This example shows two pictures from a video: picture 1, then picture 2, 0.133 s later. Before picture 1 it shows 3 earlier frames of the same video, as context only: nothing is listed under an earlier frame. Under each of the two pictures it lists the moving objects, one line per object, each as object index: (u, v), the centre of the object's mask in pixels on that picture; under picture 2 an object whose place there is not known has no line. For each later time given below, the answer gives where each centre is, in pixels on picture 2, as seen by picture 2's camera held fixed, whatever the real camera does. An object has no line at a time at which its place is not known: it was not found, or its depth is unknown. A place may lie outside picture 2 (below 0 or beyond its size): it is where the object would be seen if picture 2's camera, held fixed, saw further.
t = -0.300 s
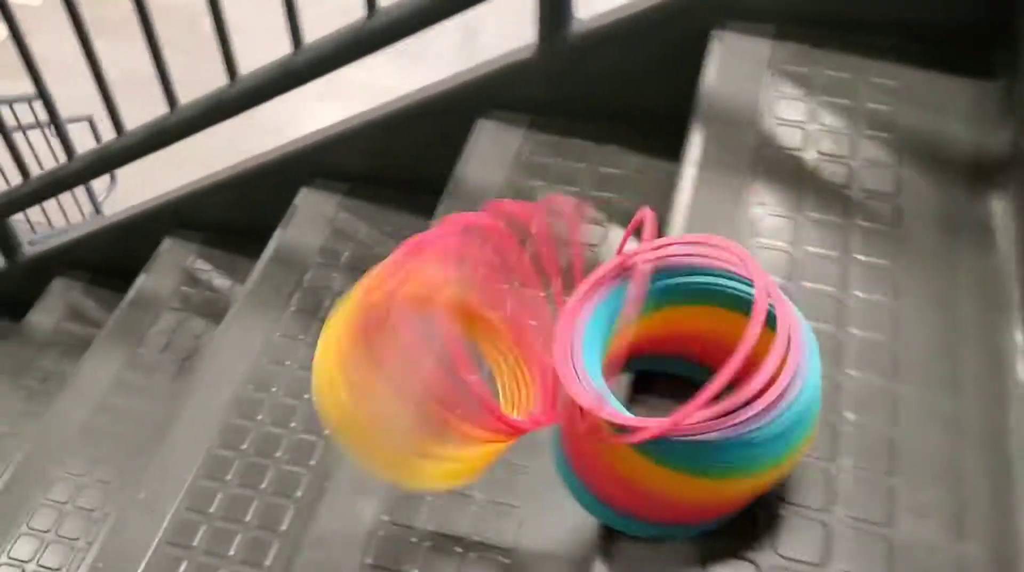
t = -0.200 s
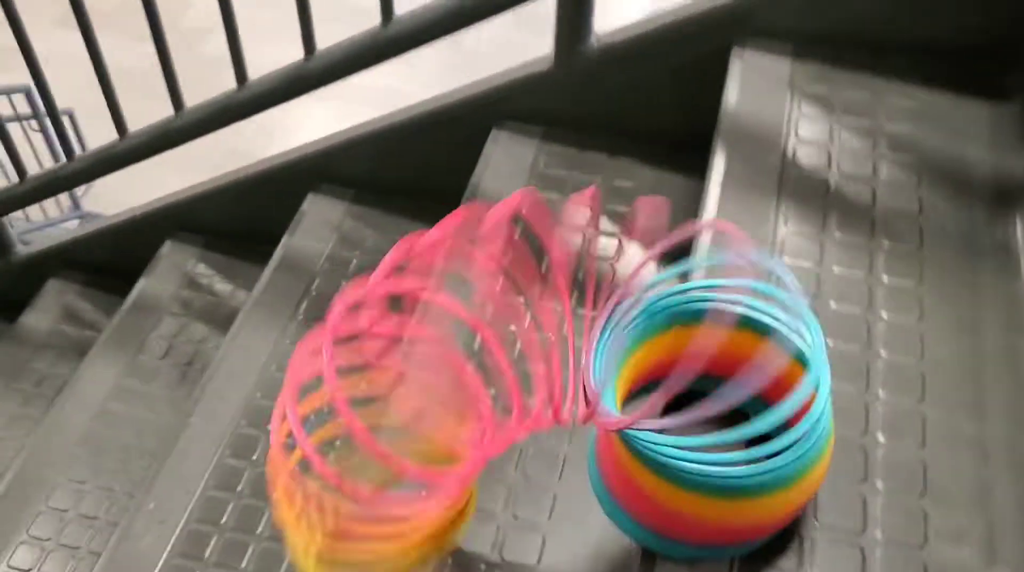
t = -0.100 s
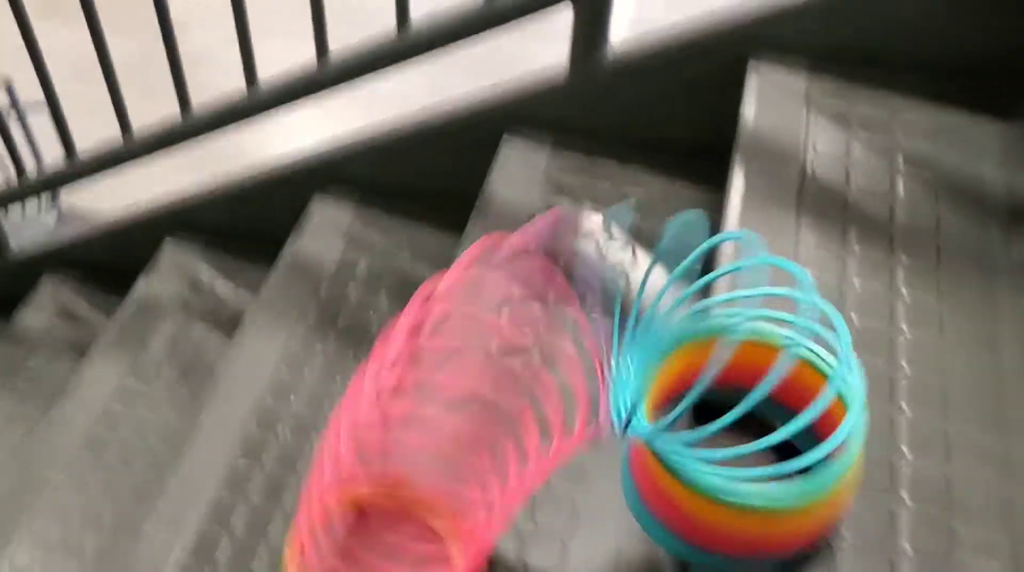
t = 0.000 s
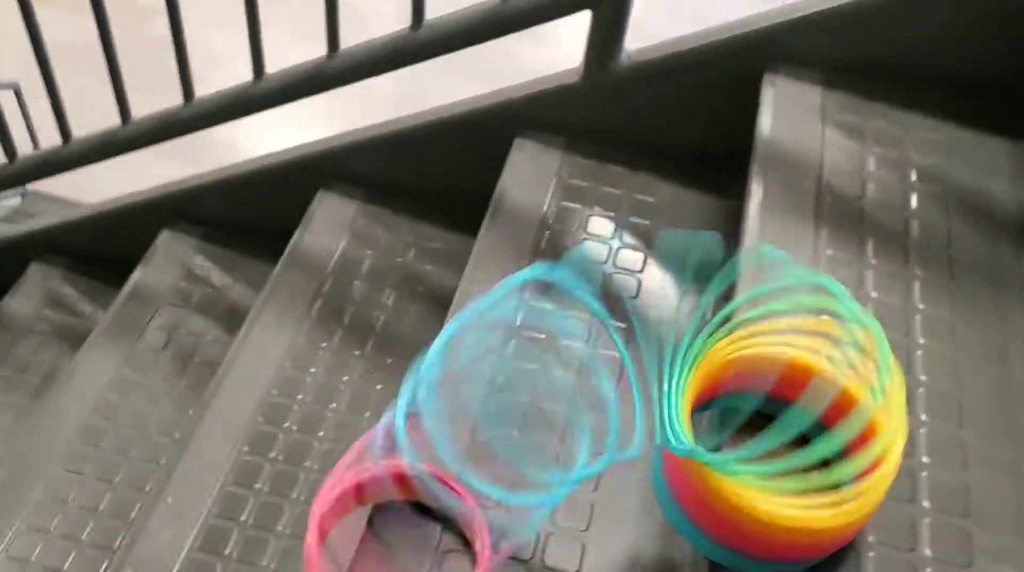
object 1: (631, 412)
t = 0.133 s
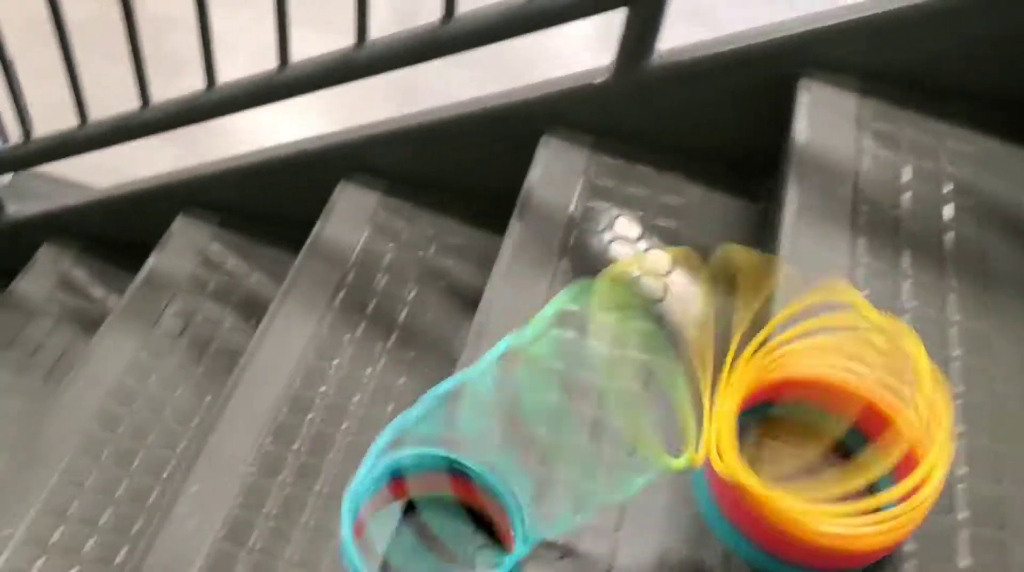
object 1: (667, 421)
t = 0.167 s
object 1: (667, 425)
